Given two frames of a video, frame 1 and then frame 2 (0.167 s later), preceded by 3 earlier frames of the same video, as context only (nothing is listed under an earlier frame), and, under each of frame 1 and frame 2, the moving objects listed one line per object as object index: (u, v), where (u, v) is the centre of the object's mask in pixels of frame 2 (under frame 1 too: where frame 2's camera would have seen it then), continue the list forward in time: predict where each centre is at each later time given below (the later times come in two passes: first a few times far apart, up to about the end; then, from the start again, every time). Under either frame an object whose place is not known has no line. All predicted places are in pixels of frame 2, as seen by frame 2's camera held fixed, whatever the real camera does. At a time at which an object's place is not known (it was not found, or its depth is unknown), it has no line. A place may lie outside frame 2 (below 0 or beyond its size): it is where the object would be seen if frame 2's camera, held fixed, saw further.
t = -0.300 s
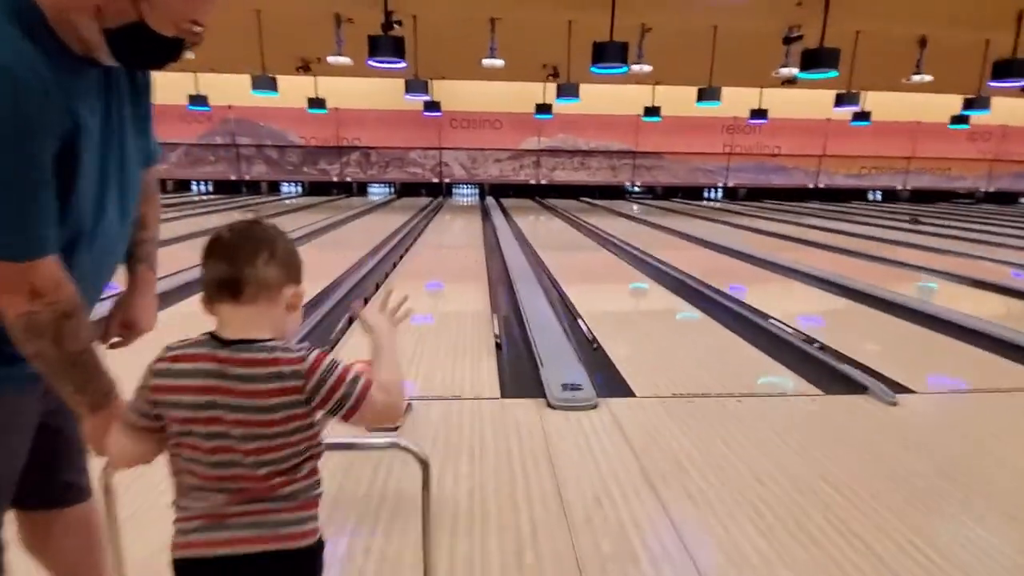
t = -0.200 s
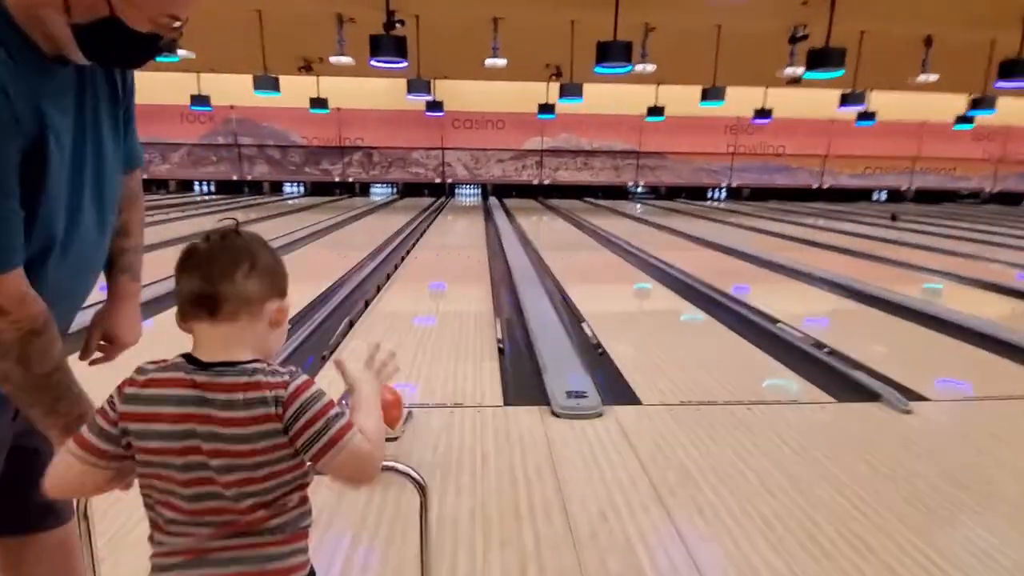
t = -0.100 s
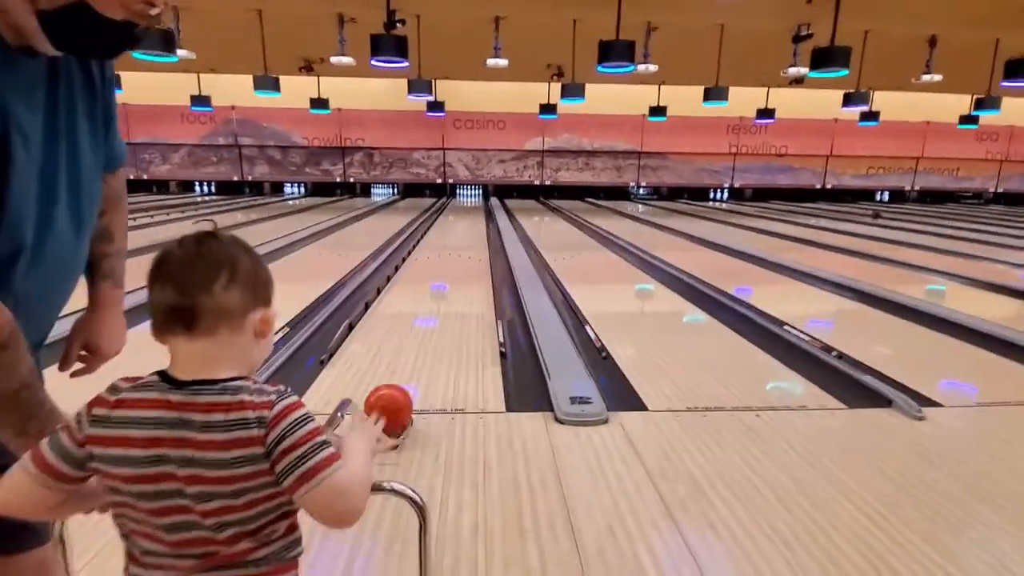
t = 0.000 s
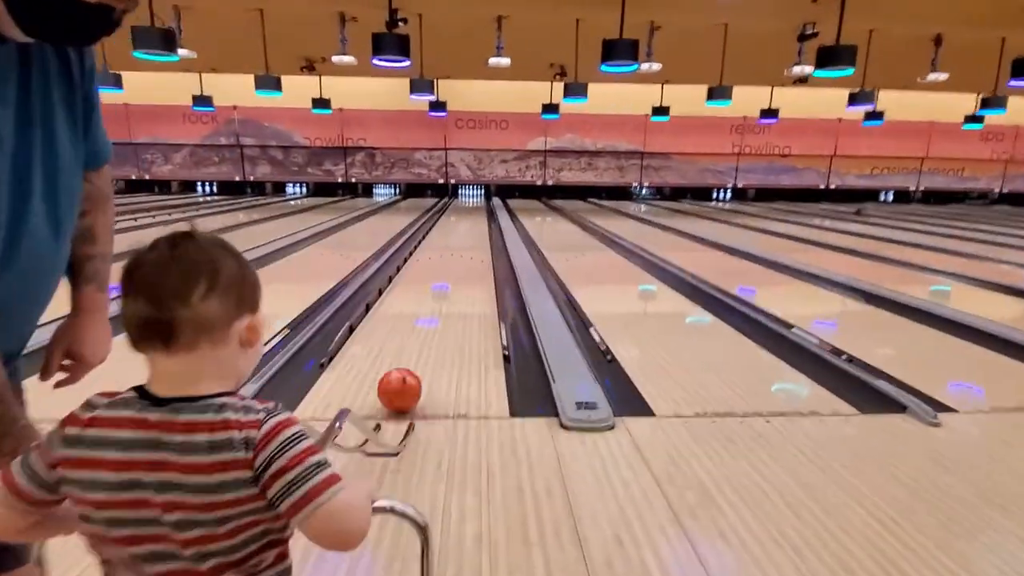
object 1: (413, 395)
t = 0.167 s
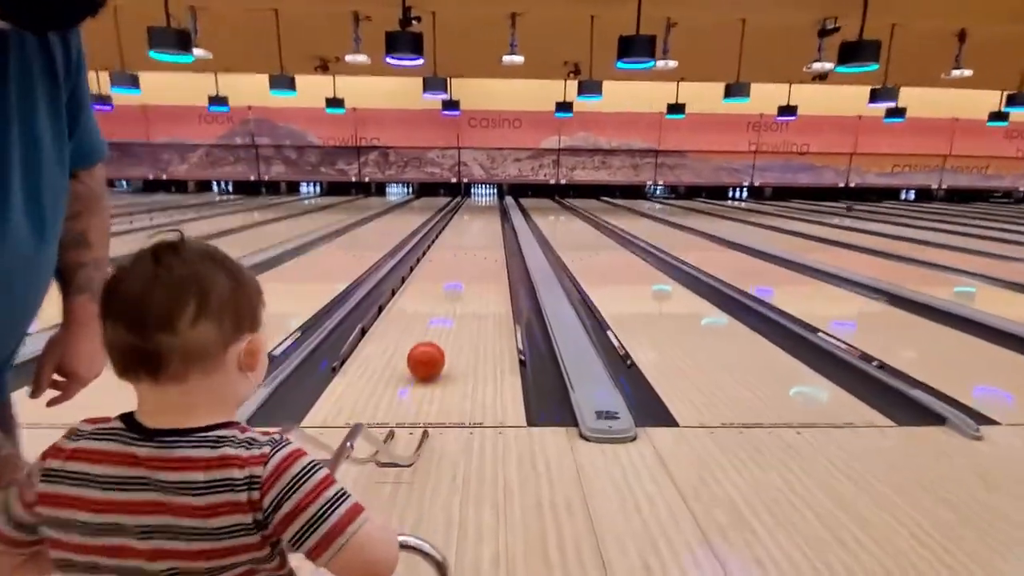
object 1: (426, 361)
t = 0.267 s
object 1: (431, 343)
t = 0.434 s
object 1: (439, 321)
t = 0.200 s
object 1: (428, 355)
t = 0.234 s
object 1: (430, 349)
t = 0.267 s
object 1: (431, 343)
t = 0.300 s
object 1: (433, 339)
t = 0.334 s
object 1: (435, 335)
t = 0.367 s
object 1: (436, 330)
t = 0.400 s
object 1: (438, 325)
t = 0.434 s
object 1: (439, 321)
